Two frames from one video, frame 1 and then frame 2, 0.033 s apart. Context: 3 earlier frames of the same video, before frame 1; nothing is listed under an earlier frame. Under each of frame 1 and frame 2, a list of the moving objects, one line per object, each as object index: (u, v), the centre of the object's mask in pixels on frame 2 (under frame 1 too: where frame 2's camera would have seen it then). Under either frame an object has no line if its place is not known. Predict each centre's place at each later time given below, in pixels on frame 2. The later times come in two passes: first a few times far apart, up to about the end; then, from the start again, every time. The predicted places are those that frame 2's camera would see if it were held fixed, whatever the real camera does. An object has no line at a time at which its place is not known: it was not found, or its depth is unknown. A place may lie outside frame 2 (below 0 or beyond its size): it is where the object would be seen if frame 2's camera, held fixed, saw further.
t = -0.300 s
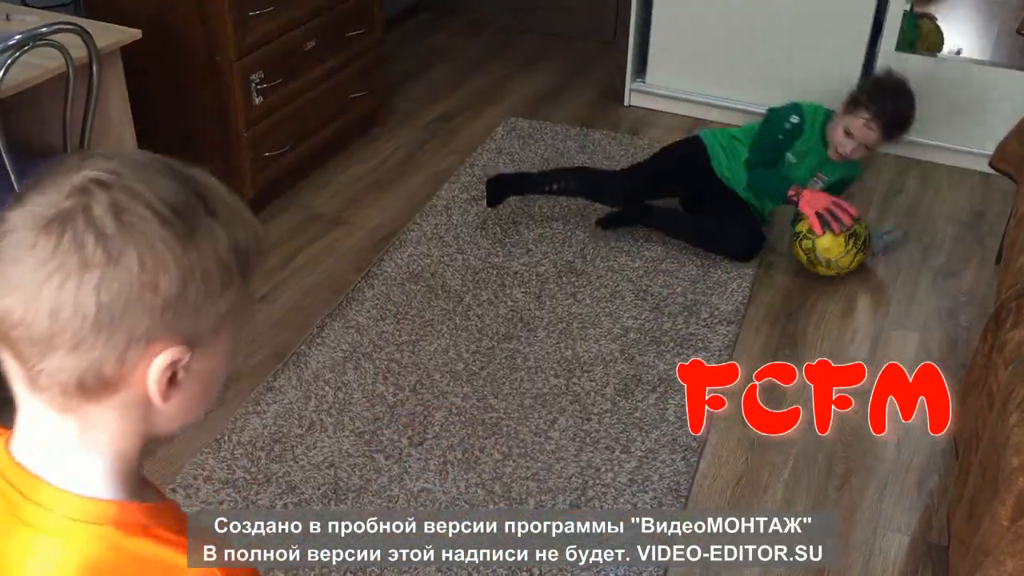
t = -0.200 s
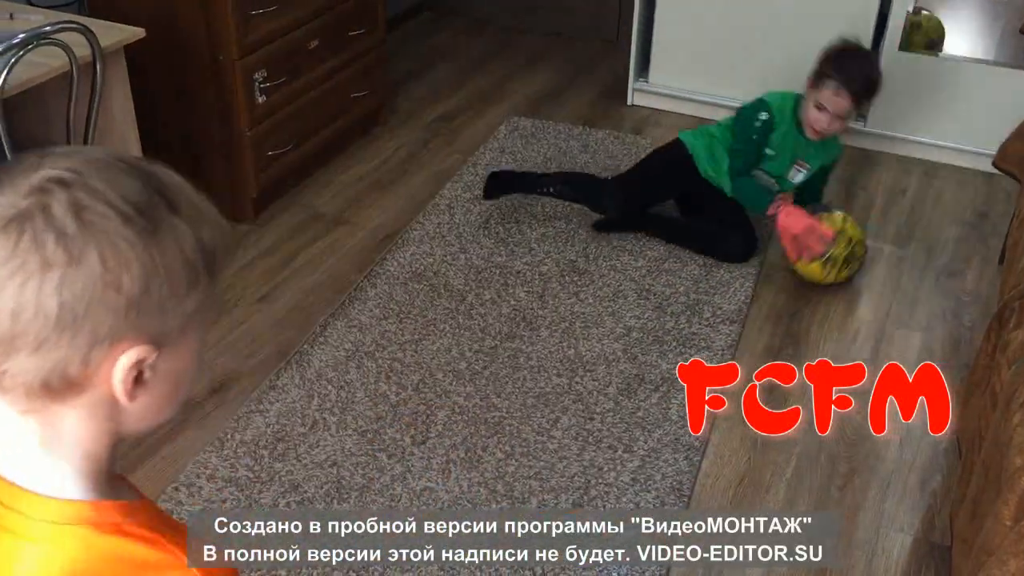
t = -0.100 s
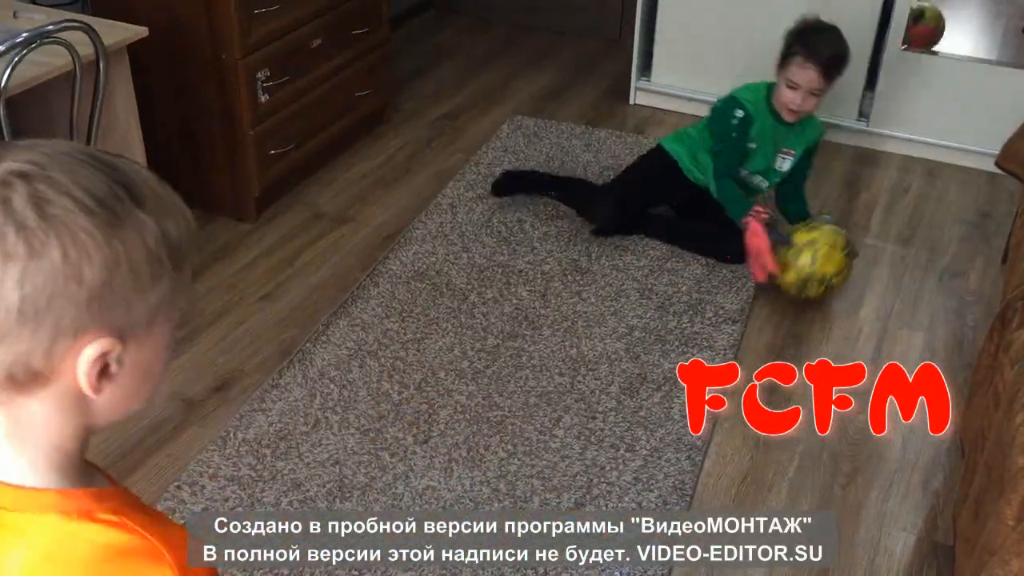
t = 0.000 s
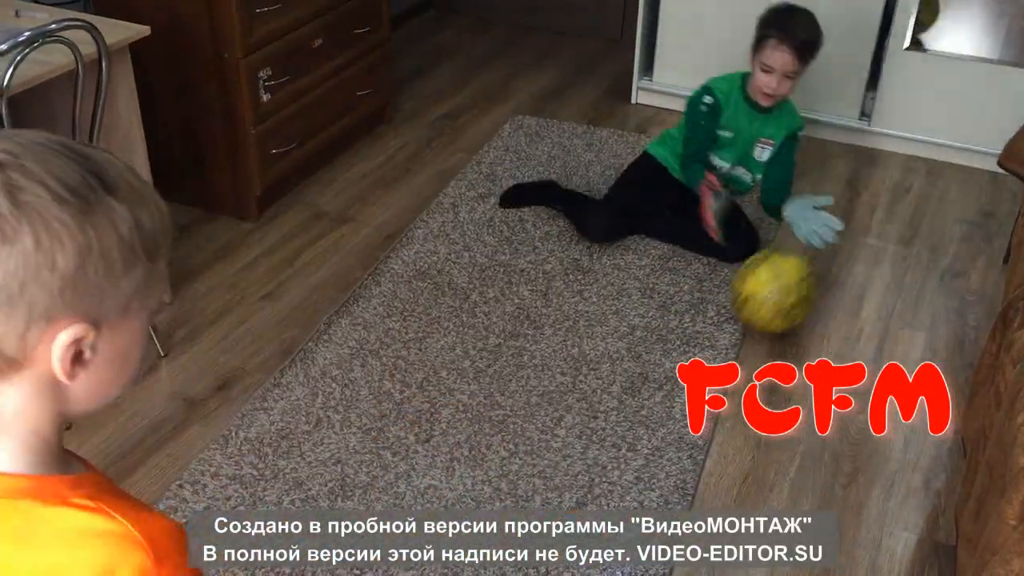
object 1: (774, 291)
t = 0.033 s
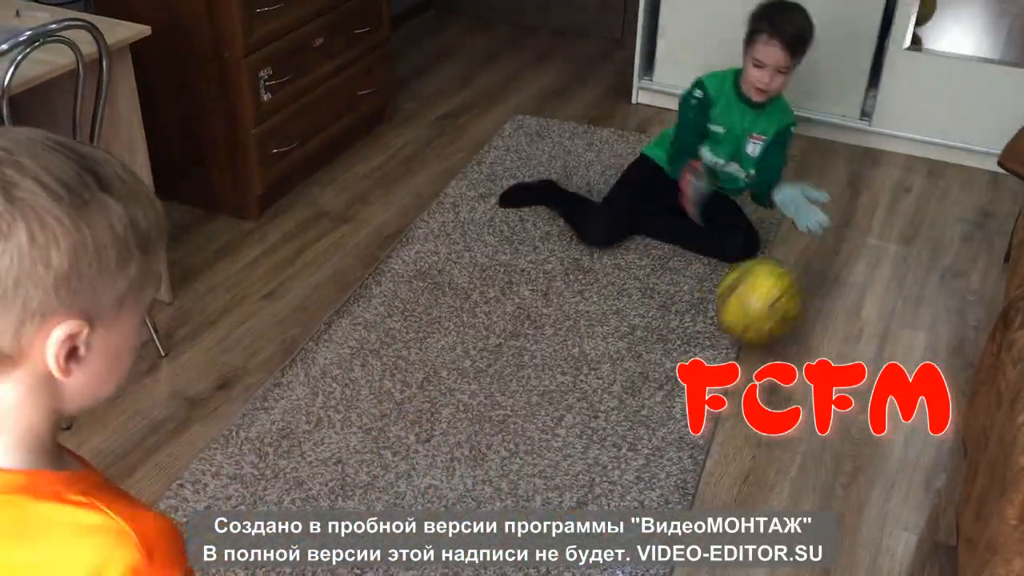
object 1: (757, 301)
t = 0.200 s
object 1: (675, 354)
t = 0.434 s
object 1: (542, 461)
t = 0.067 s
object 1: (743, 310)
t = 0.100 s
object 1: (728, 320)
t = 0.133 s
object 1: (713, 328)
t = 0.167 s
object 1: (695, 338)
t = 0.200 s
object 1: (675, 354)
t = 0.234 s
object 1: (657, 371)
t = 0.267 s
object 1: (641, 388)
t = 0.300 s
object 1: (627, 402)
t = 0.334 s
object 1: (606, 416)
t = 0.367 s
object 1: (586, 432)
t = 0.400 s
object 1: (565, 446)
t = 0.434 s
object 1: (542, 461)
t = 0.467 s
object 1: (522, 472)
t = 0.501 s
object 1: (498, 480)
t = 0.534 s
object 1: (475, 487)
